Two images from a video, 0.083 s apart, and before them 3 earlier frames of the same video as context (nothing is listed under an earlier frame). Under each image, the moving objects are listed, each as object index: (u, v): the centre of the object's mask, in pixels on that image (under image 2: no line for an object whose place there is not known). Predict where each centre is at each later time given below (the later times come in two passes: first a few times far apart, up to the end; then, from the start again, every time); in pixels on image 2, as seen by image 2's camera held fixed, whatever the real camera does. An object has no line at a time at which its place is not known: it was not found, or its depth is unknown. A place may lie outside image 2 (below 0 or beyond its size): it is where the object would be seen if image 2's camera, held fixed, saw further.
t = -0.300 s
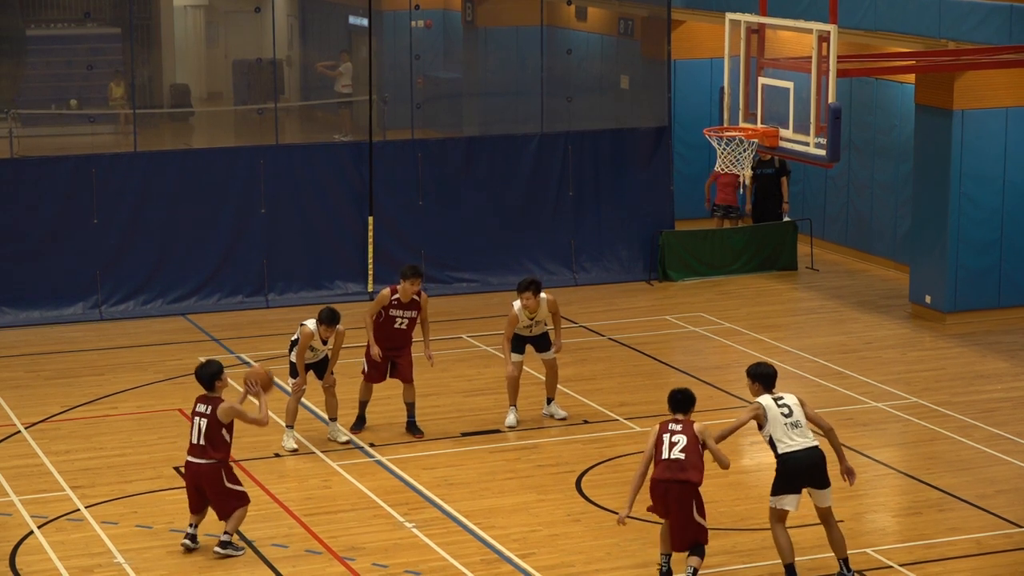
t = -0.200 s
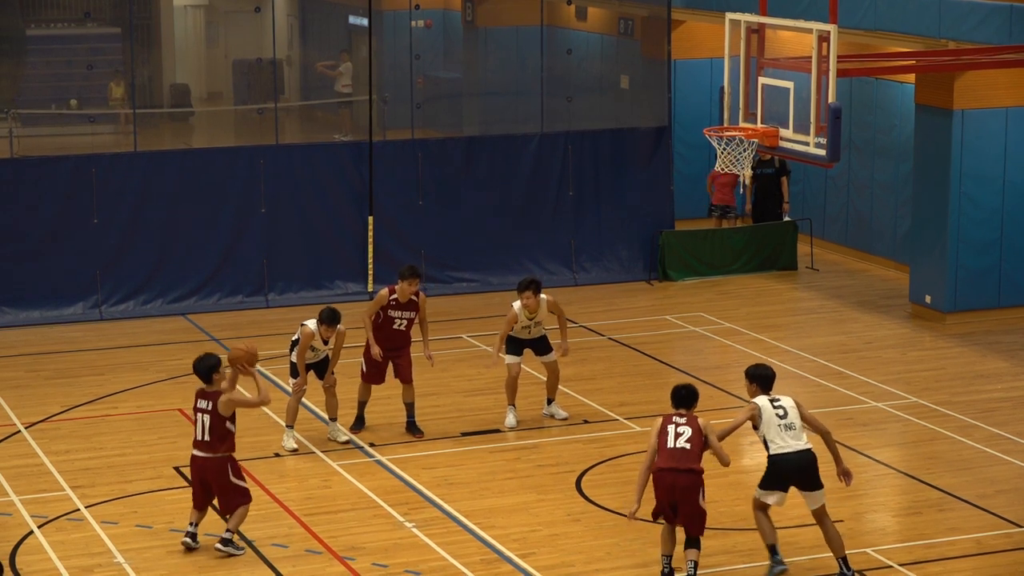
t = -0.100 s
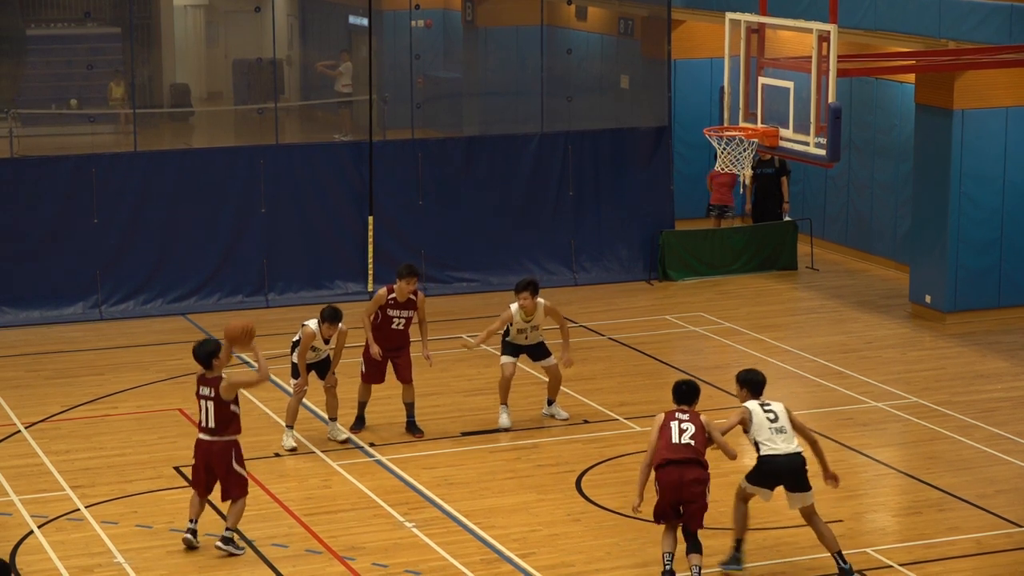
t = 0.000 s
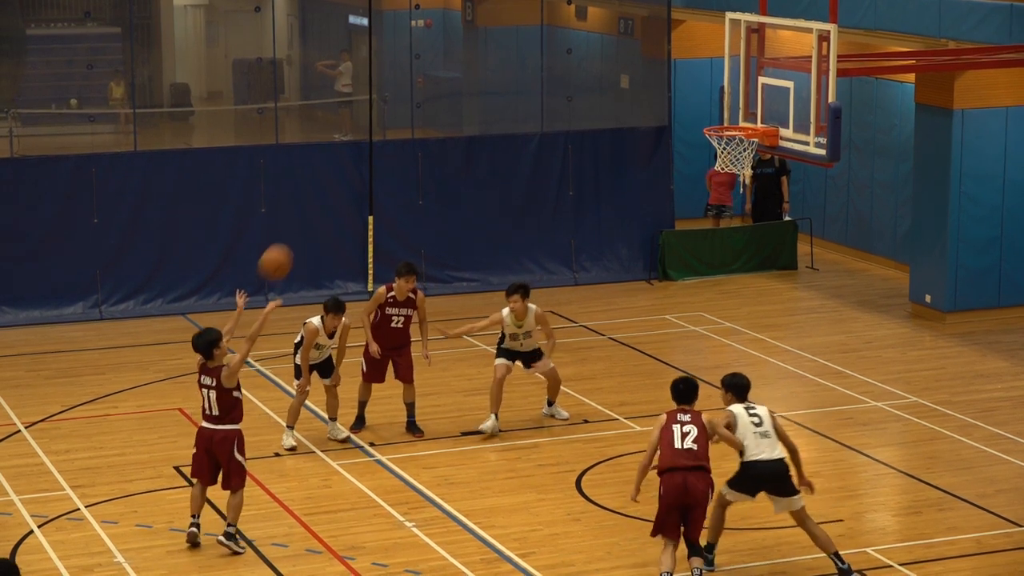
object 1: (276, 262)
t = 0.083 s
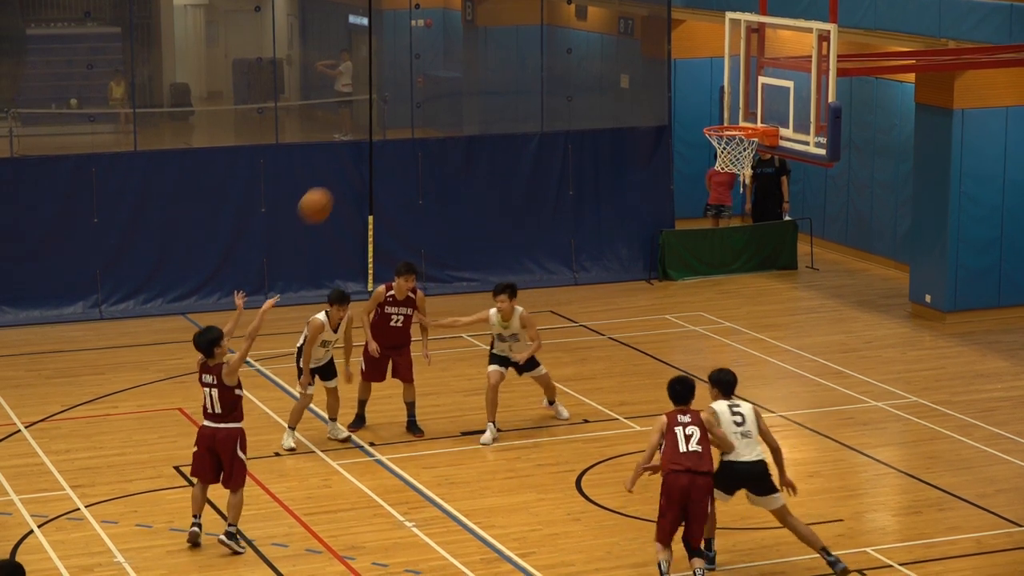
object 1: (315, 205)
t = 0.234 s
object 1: (387, 125)
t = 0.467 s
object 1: (495, 57)
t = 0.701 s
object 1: (599, 56)
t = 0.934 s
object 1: (696, 119)
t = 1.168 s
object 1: (652, 86)
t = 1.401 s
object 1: (600, 108)
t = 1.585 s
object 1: (559, 172)
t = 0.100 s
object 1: (324, 195)
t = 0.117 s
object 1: (332, 185)
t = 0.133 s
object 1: (339, 175)
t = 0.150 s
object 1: (347, 166)
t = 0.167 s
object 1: (355, 158)
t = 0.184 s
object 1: (364, 149)
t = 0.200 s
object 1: (371, 140)
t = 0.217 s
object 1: (379, 132)
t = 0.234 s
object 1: (387, 125)
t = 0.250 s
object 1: (395, 117)
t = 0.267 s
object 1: (403, 111)
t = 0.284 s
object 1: (411, 104)
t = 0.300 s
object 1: (419, 98)
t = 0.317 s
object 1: (427, 93)
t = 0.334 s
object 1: (434, 87)
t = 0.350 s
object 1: (442, 82)
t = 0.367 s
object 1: (450, 77)
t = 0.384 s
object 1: (458, 73)
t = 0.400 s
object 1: (465, 69)
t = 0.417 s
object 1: (473, 65)
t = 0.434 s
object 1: (481, 62)
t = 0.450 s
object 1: (488, 59)
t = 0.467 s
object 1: (495, 57)
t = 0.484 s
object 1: (503, 54)
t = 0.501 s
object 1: (511, 52)
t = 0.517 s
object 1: (518, 51)
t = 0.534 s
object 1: (526, 50)
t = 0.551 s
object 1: (533, 49)
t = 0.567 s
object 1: (540, 48)
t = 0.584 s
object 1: (548, 48)
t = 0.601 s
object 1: (555, 48)
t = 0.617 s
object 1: (563, 48)
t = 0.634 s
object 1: (570, 50)
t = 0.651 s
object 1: (577, 50)
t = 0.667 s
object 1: (585, 52)
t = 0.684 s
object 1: (592, 53)
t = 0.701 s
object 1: (599, 56)
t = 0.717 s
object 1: (606, 58)
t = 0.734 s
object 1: (613, 61)
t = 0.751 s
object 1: (621, 64)
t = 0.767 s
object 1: (628, 68)
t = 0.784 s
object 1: (635, 72)
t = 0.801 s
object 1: (642, 75)
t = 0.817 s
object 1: (649, 80)
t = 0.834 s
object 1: (655, 84)
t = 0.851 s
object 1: (662, 90)
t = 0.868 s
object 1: (669, 94)
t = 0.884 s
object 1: (676, 101)
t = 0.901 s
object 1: (683, 106)
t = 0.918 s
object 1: (690, 113)
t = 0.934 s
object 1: (696, 119)
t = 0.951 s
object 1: (699, 122)
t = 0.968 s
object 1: (695, 118)
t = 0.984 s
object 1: (691, 114)
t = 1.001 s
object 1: (688, 110)
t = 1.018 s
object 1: (685, 106)
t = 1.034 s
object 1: (681, 102)
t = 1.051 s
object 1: (678, 99)
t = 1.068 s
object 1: (674, 97)
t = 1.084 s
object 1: (670, 94)
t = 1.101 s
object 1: (666, 92)
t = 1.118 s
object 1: (663, 90)
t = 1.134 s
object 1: (659, 89)
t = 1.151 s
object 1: (656, 87)
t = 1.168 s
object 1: (652, 86)
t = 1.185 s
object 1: (648, 86)
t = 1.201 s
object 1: (645, 86)
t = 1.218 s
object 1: (641, 86)
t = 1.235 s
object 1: (637, 86)
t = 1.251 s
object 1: (634, 87)
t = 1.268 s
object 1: (630, 88)
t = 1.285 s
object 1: (626, 90)
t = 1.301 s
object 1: (623, 91)
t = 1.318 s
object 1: (619, 93)
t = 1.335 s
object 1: (615, 96)
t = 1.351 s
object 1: (611, 99)
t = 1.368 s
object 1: (608, 102)
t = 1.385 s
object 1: (604, 105)
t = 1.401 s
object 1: (600, 108)
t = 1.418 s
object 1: (597, 113)
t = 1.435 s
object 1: (593, 118)
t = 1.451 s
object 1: (589, 122)
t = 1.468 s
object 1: (585, 128)
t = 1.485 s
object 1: (581, 133)
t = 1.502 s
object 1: (578, 138)
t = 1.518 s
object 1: (574, 145)
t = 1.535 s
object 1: (570, 151)
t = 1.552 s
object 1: (566, 158)
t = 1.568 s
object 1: (563, 165)
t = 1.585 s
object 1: (559, 172)
